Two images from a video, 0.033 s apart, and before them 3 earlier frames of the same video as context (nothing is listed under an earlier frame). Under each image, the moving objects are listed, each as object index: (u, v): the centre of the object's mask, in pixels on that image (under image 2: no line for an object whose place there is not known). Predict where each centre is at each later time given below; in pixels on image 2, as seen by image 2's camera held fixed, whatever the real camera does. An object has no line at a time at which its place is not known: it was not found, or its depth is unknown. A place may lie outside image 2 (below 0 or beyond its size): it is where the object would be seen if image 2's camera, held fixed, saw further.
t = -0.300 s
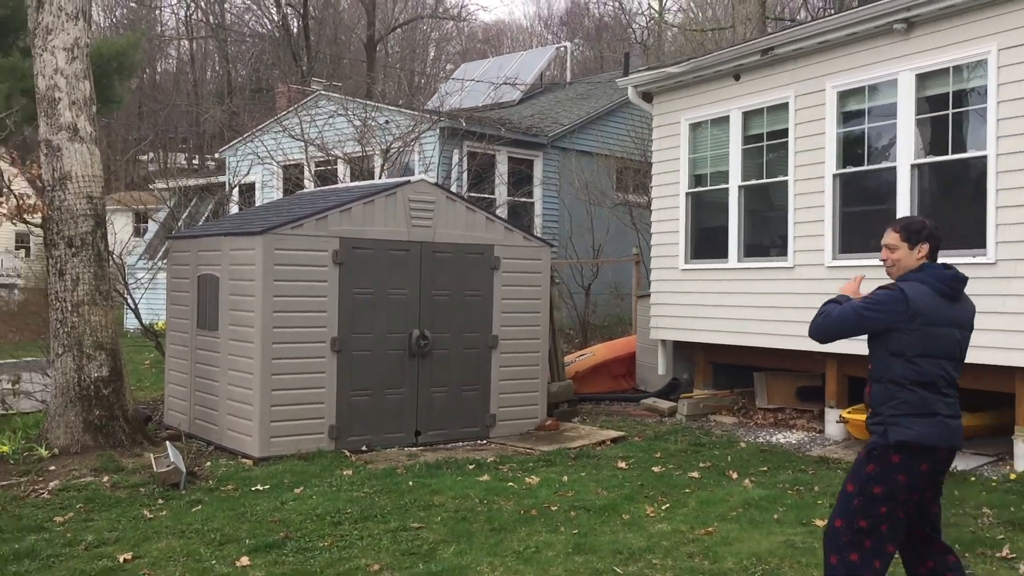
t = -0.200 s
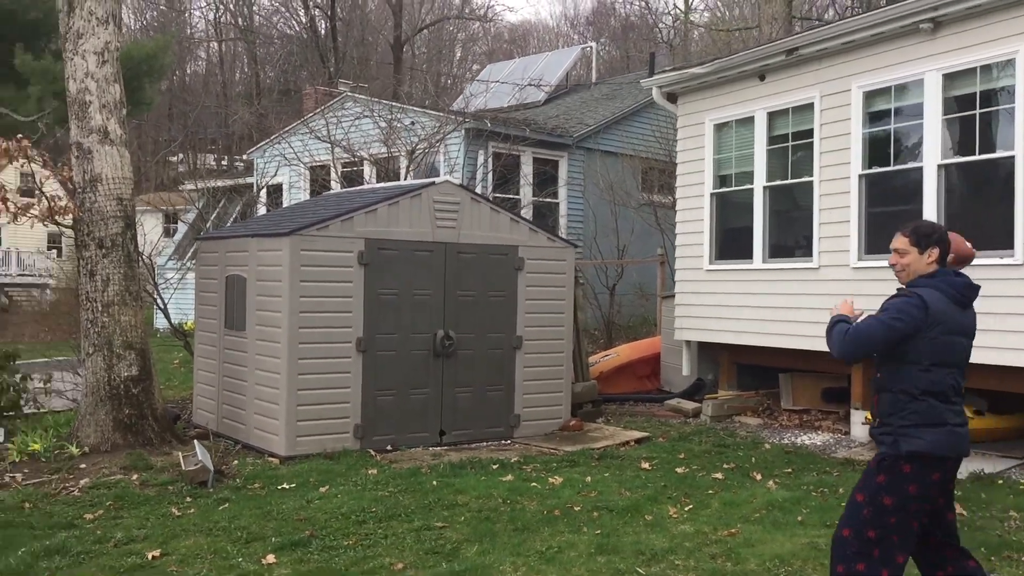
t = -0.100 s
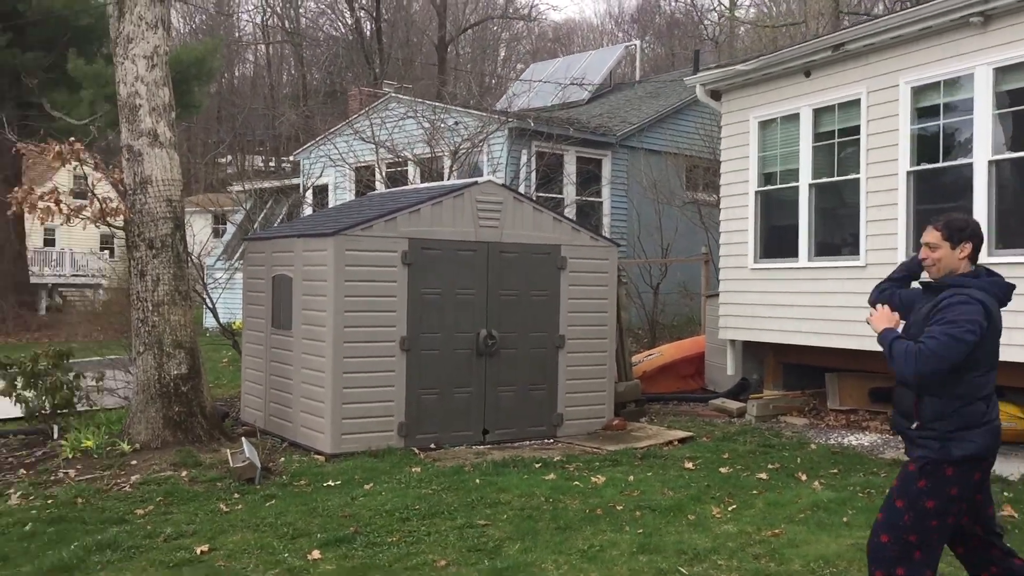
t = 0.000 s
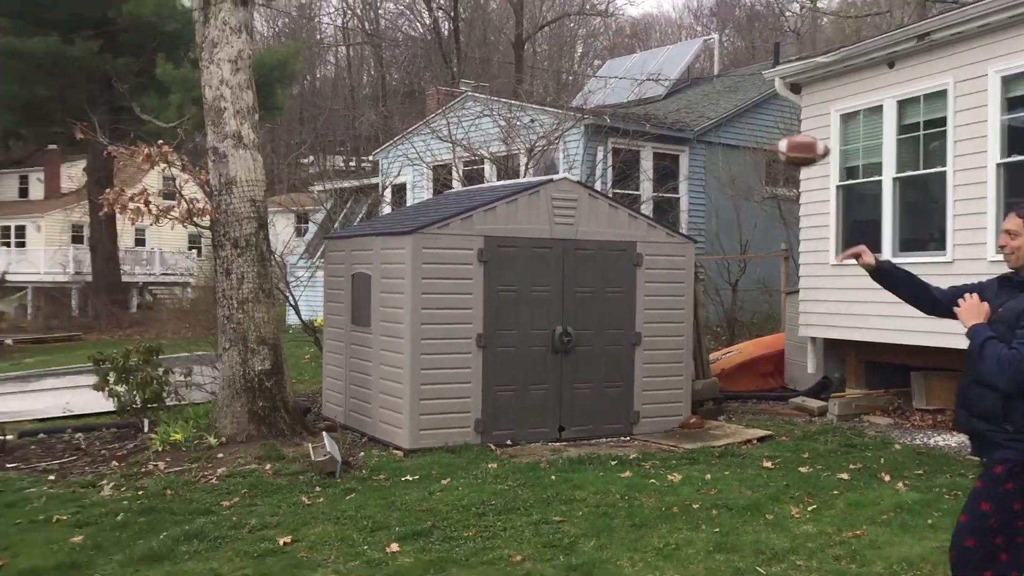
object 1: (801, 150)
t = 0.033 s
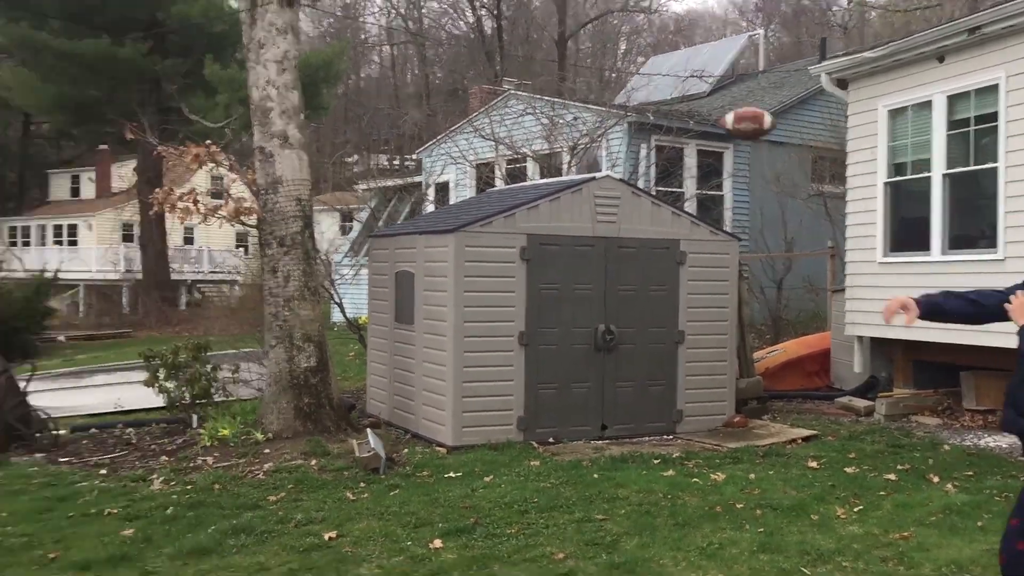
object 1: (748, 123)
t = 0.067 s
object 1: (648, 103)
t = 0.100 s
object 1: (546, 82)
